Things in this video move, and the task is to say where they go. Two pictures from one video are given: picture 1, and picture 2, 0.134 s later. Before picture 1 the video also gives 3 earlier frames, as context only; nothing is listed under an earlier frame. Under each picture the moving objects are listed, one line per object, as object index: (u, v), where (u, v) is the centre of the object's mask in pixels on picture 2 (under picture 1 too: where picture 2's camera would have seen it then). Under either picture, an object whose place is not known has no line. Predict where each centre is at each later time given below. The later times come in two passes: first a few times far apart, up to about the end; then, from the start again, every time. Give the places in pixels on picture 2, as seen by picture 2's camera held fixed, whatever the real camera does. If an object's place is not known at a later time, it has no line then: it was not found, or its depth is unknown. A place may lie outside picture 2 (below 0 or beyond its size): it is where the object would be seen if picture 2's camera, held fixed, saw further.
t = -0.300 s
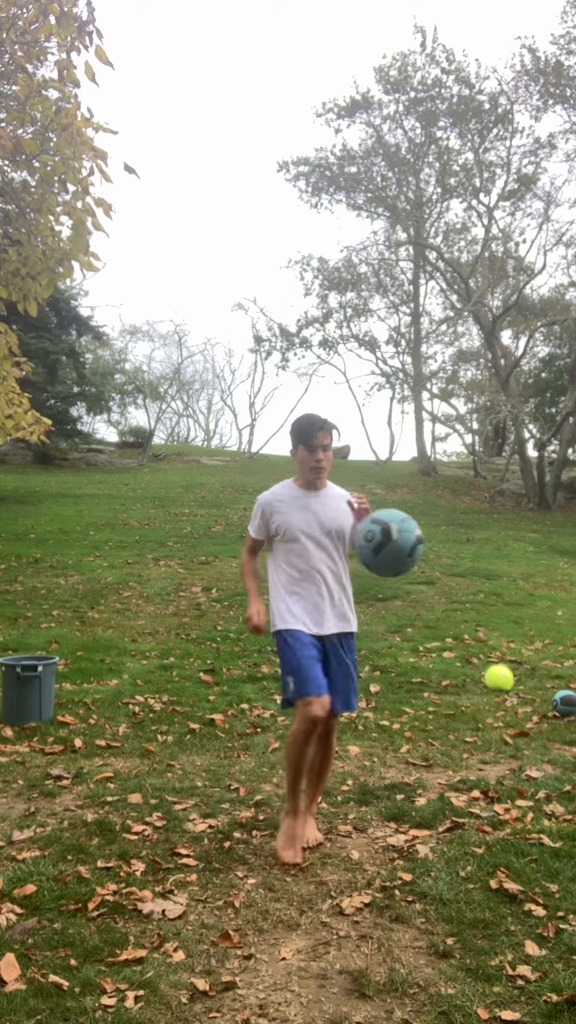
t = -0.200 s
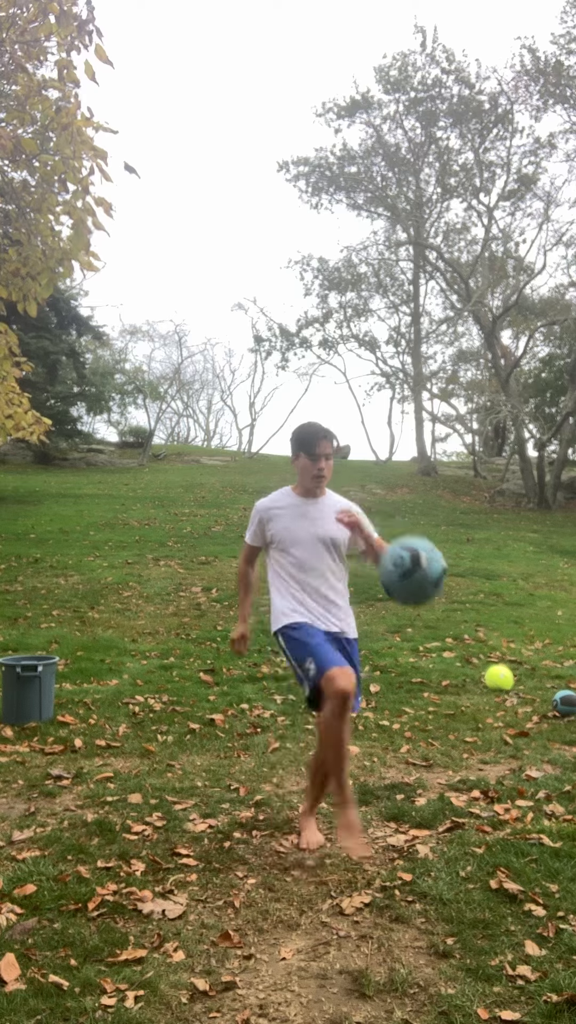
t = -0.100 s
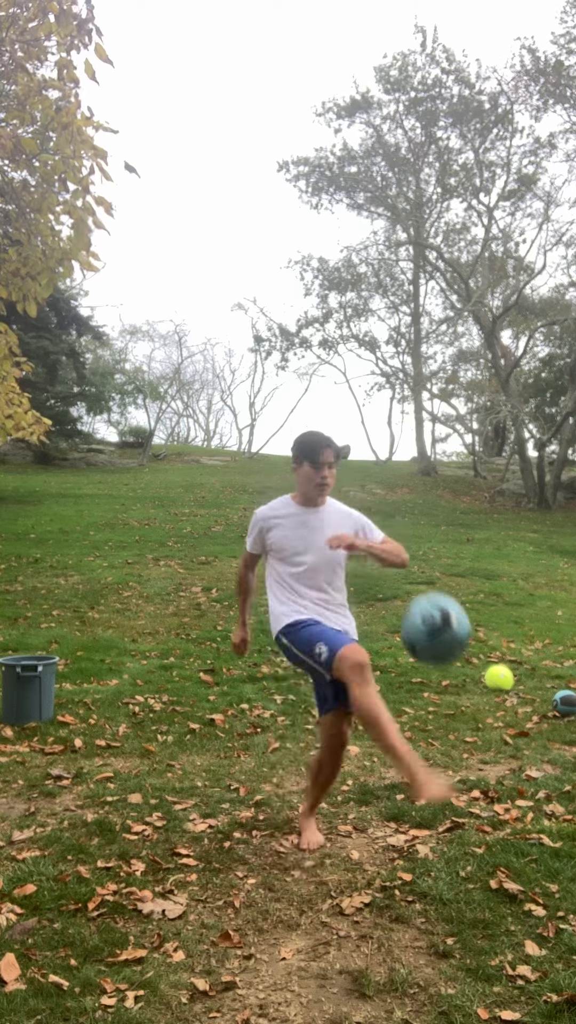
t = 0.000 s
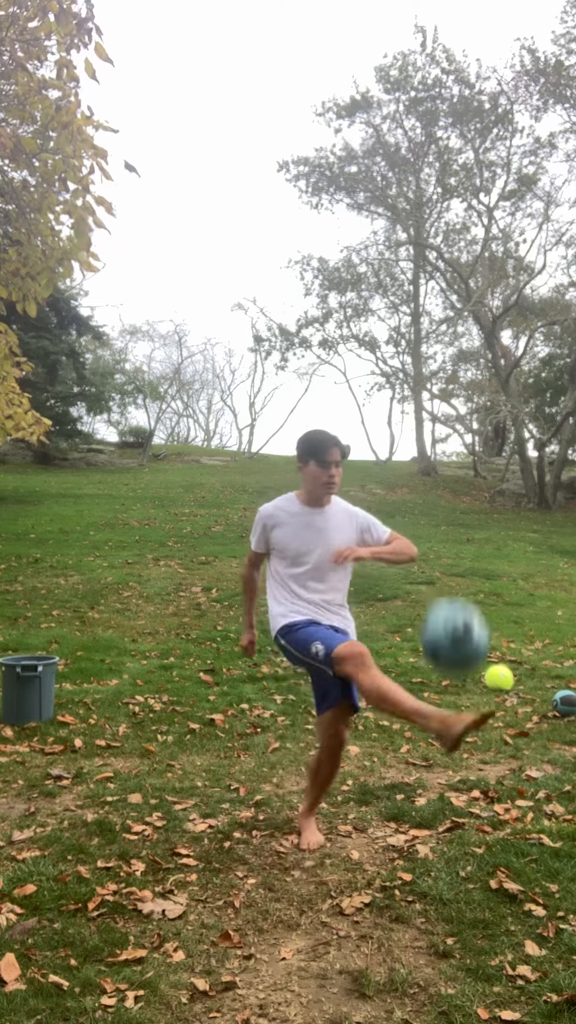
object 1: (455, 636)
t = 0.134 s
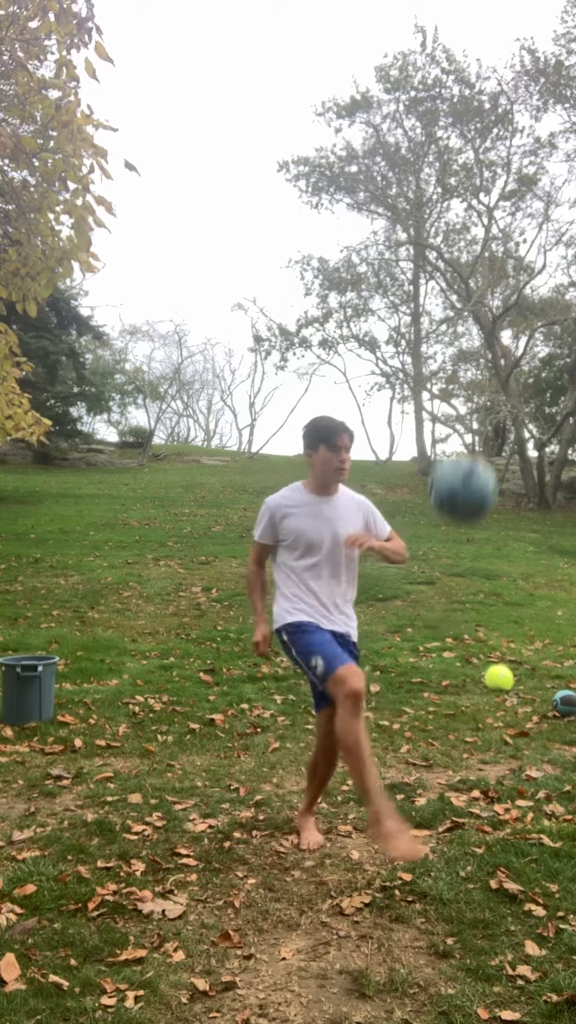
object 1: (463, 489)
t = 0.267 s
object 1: (474, 398)
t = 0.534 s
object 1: (493, 375)
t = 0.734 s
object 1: (509, 488)
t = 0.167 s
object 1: (466, 461)
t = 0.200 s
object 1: (469, 436)
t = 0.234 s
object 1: (471, 415)
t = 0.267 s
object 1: (474, 398)
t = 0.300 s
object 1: (476, 383)
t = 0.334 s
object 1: (479, 373)
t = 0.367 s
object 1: (482, 366)
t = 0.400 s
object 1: (483, 362)
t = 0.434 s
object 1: (485, 360)
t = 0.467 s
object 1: (487, 362)
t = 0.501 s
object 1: (490, 367)
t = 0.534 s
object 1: (493, 375)
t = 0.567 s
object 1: (495, 386)
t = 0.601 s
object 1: (498, 400)
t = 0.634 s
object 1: (501, 416)
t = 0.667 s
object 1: (504, 437)
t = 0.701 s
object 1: (506, 461)
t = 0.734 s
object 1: (509, 488)
